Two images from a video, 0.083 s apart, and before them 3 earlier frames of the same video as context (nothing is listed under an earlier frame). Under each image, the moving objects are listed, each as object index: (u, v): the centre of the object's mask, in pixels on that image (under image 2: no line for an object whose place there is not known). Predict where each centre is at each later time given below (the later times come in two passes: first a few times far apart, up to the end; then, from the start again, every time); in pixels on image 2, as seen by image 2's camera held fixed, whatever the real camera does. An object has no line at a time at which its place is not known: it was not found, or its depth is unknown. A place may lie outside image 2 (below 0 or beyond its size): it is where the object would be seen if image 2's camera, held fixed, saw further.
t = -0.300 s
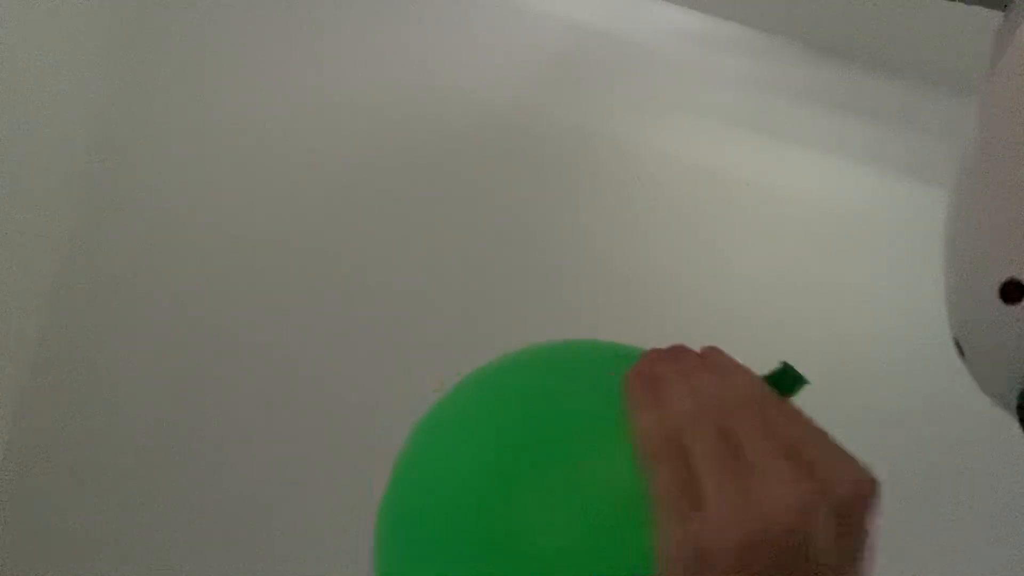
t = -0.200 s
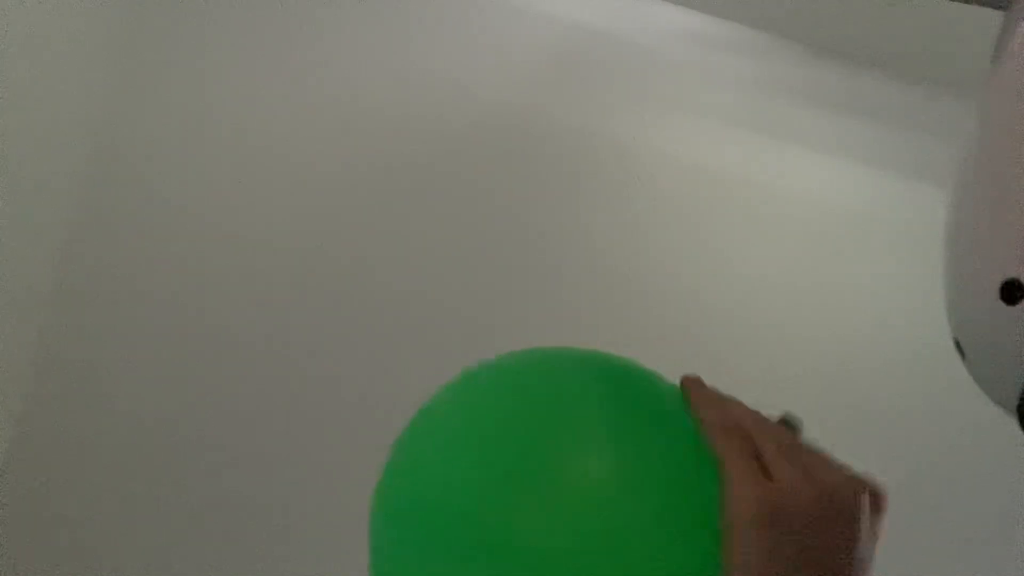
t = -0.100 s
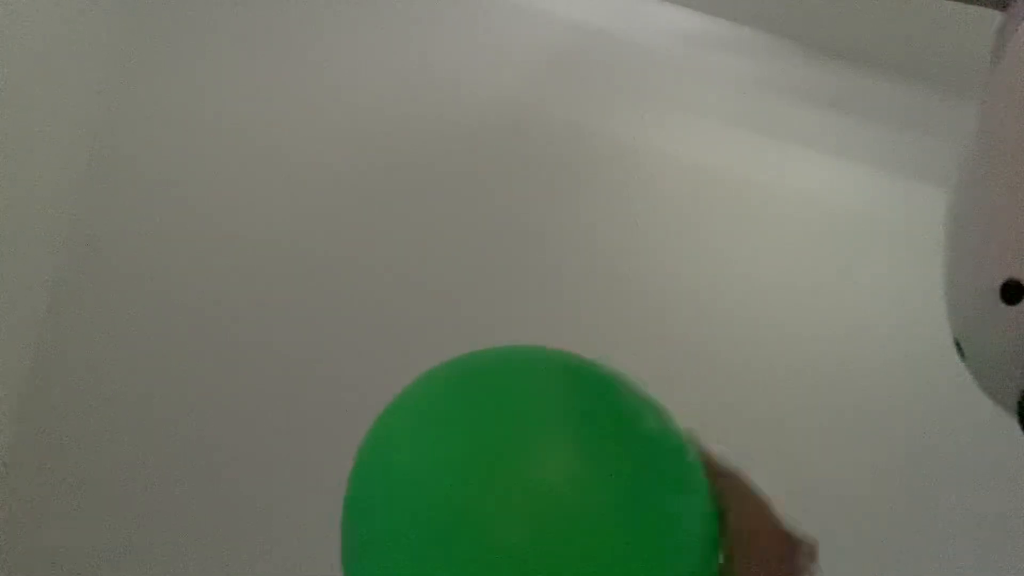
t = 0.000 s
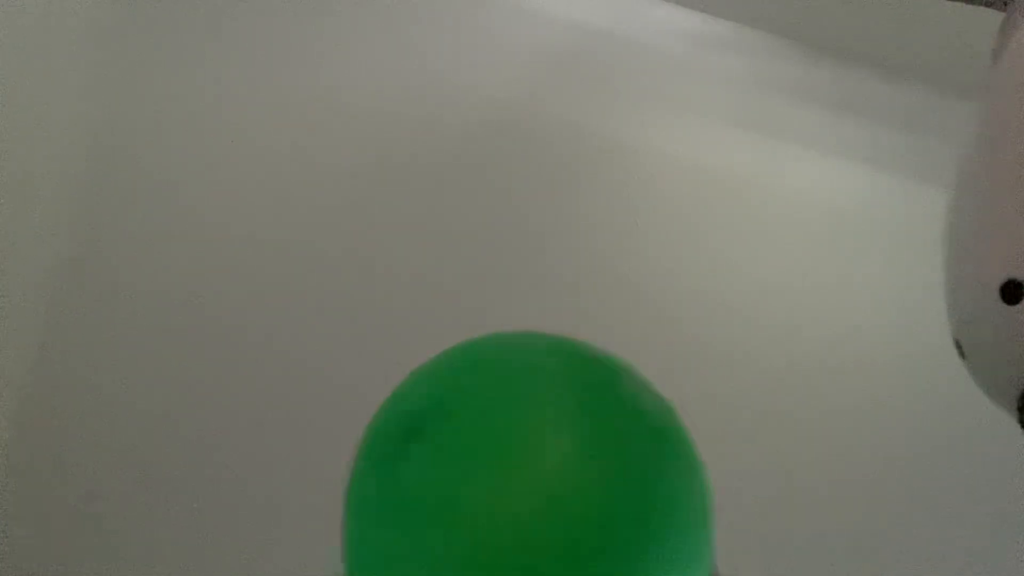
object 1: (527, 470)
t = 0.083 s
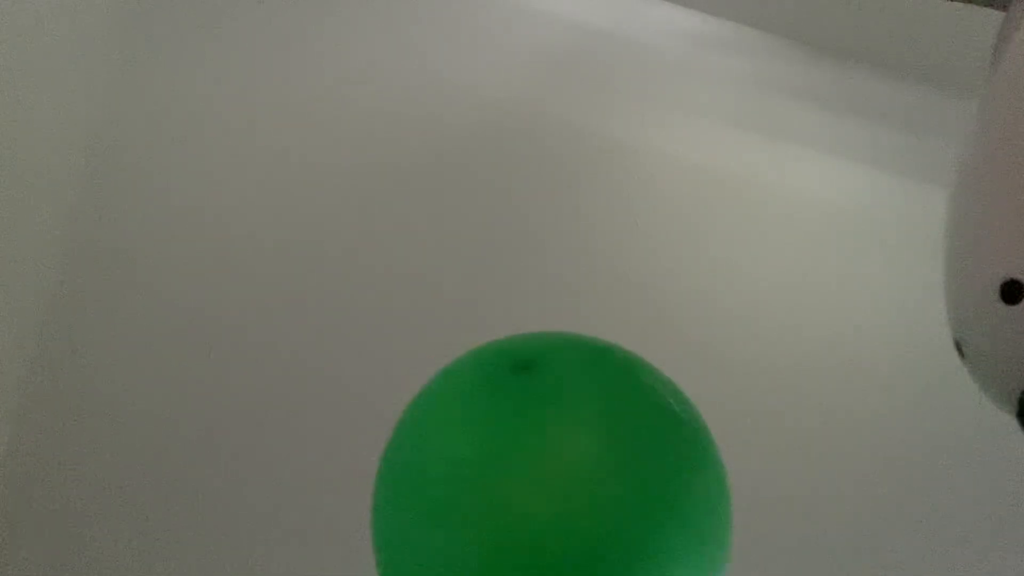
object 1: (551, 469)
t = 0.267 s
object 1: (538, 488)
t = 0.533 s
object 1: (544, 492)
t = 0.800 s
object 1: (551, 486)
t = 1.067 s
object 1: (557, 482)
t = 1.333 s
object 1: (554, 481)
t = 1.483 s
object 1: (538, 475)
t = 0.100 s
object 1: (552, 470)
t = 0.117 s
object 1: (552, 472)
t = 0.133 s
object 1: (553, 475)
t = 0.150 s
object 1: (552, 476)
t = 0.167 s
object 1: (552, 478)
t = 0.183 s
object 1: (550, 480)
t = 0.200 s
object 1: (546, 482)
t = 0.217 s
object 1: (543, 484)
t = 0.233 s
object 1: (540, 485)
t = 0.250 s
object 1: (539, 486)
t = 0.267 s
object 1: (538, 488)
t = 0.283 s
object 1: (538, 489)
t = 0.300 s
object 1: (539, 490)
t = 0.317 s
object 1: (540, 490)
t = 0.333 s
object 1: (540, 491)
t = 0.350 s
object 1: (541, 492)
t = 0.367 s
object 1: (541, 493)
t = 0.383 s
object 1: (541, 493)
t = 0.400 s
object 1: (541, 494)
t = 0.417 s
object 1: (540, 494)
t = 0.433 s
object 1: (540, 494)
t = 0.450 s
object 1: (540, 494)
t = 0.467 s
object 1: (541, 493)
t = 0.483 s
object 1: (542, 493)
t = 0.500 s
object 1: (543, 493)
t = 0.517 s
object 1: (544, 493)
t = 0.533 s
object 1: (544, 492)
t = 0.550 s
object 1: (544, 492)
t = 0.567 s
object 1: (543, 492)
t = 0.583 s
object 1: (543, 492)
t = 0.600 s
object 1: (543, 491)
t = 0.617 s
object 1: (543, 491)
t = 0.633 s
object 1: (543, 490)
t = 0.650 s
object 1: (543, 490)
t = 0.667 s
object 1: (544, 489)
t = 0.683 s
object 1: (545, 489)
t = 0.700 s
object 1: (547, 488)
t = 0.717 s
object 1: (549, 487)
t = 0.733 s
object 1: (551, 487)
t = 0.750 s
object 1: (551, 487)
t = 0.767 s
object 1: (551, 487)
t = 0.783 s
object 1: (551, 486)
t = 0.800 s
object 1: (551, 486)
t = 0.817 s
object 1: (552, 486)
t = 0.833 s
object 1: (552, 485)
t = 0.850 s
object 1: (553, 485)
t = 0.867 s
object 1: (553, 484)
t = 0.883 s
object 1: (553, 484)
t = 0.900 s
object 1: (553, 484)
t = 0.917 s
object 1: (555, 483)
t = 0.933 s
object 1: (555, 483)
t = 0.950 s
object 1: (555, 483)
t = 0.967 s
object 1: (555, 483)
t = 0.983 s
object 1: (554, 483)
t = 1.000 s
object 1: (554, 483)
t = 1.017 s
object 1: (554, 482)
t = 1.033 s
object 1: (555, 482)
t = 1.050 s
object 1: (556, 482)
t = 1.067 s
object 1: (557, 482)
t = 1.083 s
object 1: (557, 482)
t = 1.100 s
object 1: (558, 482)
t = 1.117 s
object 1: (557, 482)
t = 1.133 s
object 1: (557, 482)
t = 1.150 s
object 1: (557, 482)
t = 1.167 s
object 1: (557, 482)
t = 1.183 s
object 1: (557, 482)
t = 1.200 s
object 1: (557, 481)
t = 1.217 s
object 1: (557, 481)
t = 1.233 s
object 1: (556, 481)
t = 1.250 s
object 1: (556, 481)
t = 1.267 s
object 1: (556, 481)
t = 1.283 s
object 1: (556, 481)
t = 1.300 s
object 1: (555, 481)
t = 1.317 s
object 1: (555, 481)
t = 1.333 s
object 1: (554, 481)
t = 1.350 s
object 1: (553, 480)
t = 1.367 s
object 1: (552, 480)
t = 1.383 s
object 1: (550, 480)
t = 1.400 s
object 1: (549, 479)
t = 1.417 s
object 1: (547, 479)
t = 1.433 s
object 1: (545, 478)
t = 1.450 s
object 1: (543, 477)
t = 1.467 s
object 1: (541, 476)
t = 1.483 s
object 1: (538, 475)
